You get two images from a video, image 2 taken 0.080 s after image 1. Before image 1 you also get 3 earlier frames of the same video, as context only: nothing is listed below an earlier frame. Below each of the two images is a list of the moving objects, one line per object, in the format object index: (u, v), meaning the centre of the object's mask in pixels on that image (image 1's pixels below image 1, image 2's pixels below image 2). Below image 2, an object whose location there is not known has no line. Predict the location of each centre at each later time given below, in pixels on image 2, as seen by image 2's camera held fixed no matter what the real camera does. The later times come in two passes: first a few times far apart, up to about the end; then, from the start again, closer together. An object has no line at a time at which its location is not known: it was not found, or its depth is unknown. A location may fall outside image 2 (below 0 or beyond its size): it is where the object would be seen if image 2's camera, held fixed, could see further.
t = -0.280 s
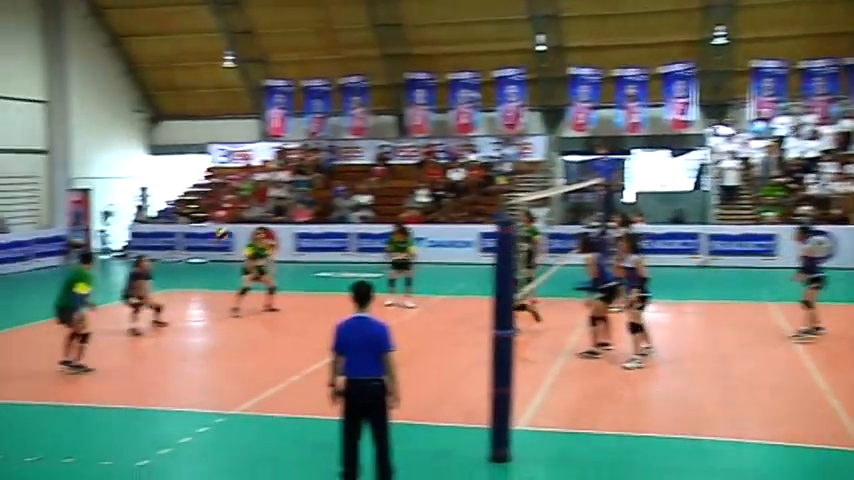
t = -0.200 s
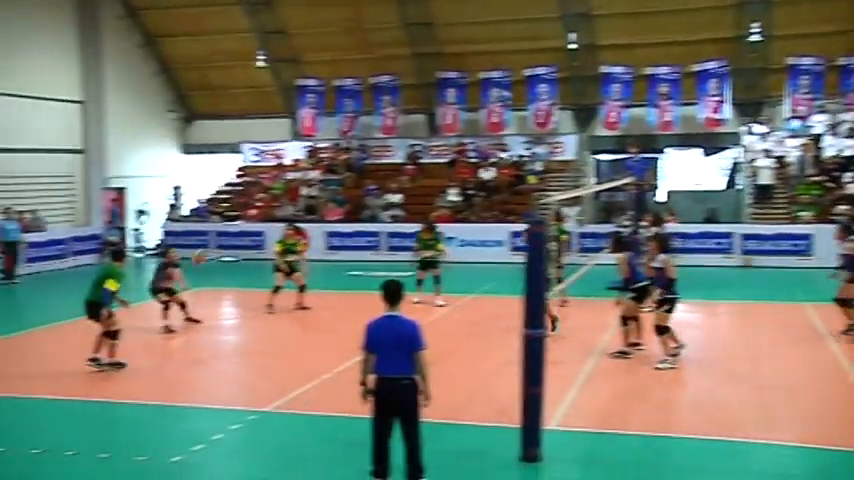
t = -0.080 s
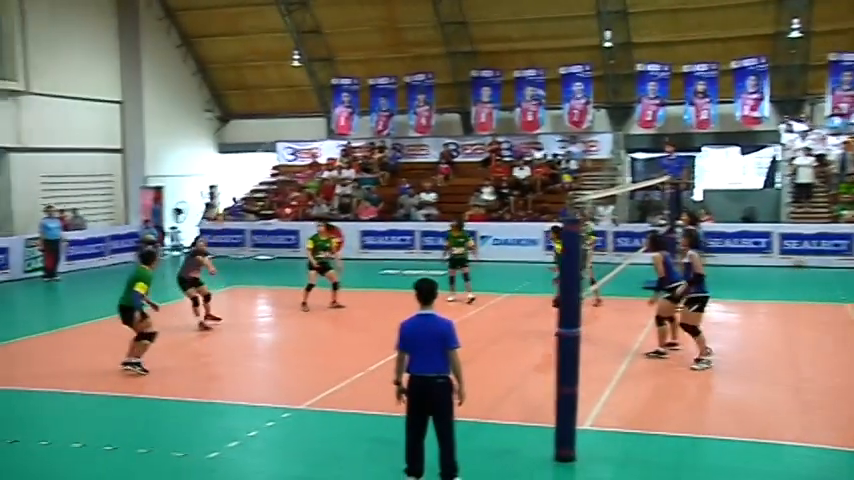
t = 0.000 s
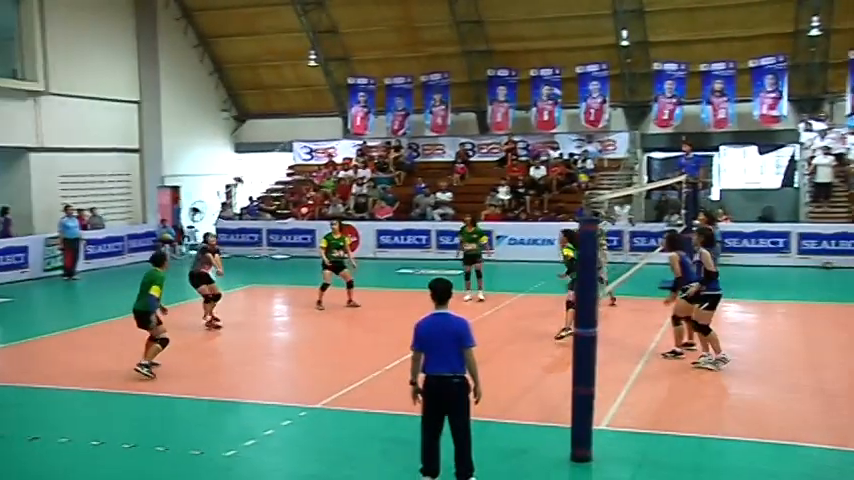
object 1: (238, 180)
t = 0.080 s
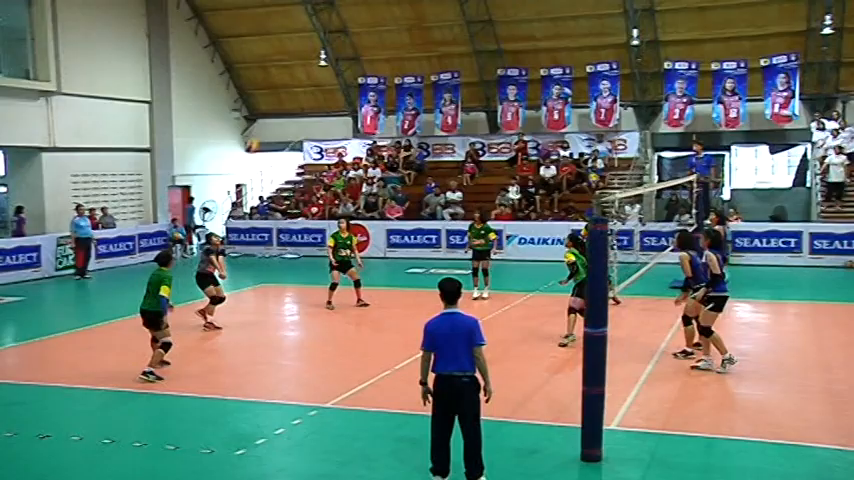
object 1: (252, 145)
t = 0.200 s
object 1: (257, 107)
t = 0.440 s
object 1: (265, 57)
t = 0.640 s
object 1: (272, 43)
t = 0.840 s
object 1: (280, 53)
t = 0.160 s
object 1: (255, 118)
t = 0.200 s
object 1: (257, 107)
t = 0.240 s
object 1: (258, 96)
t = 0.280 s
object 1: (259, 85)
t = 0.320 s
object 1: (260, 76)
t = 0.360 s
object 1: (263, 68)
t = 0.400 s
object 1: (264, 62)
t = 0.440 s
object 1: (265, 57)
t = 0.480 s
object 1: (266, 52)
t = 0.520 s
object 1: (268, 48)
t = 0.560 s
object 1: (269, 44)
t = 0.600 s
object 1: (271, 44)
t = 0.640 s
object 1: (272, 43)
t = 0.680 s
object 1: (274, 43)
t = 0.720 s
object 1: (275, 44)
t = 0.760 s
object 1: (277, 46)
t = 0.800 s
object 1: (279, 48)
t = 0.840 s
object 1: (280, 53)
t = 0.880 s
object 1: (281, 58)
